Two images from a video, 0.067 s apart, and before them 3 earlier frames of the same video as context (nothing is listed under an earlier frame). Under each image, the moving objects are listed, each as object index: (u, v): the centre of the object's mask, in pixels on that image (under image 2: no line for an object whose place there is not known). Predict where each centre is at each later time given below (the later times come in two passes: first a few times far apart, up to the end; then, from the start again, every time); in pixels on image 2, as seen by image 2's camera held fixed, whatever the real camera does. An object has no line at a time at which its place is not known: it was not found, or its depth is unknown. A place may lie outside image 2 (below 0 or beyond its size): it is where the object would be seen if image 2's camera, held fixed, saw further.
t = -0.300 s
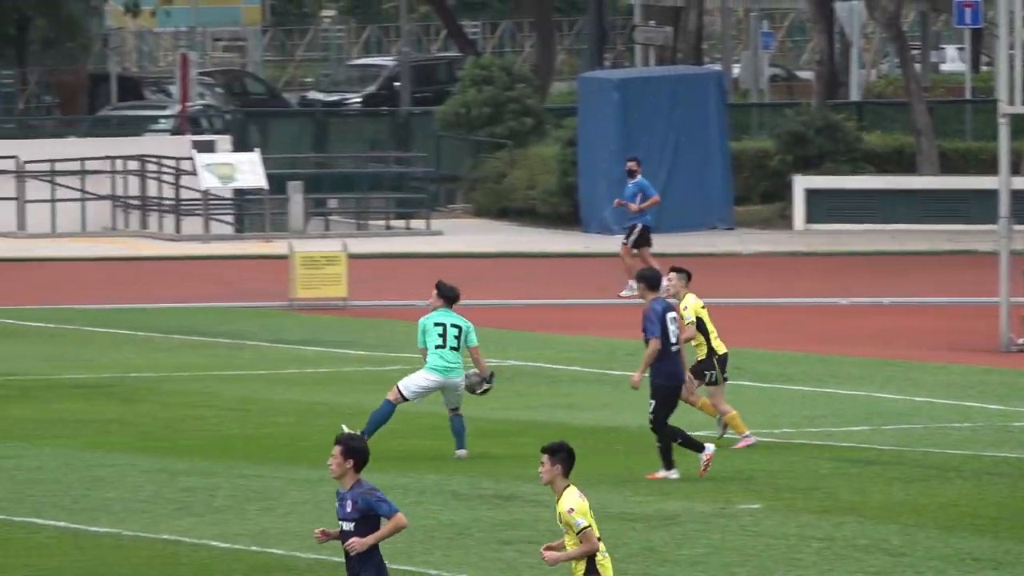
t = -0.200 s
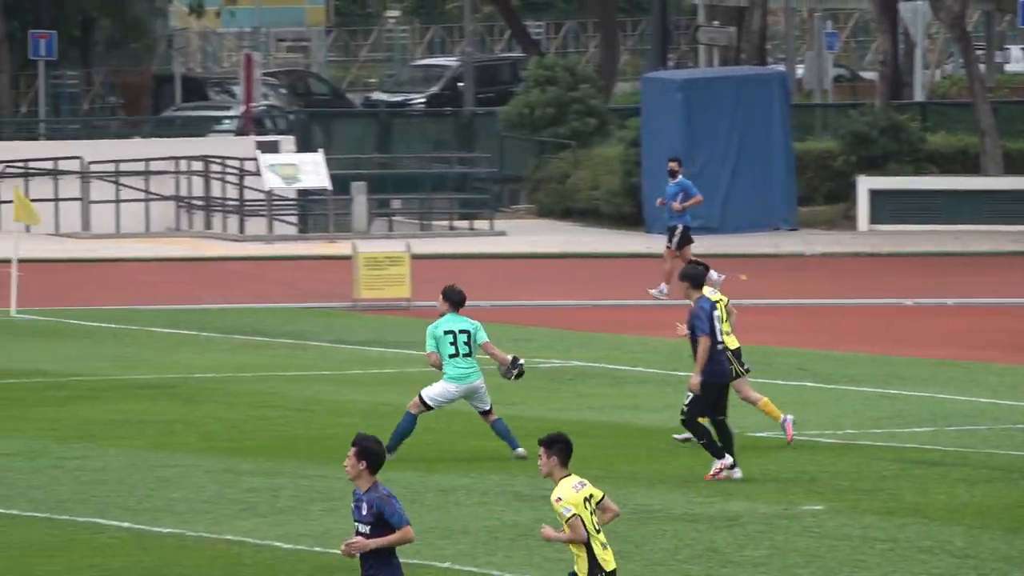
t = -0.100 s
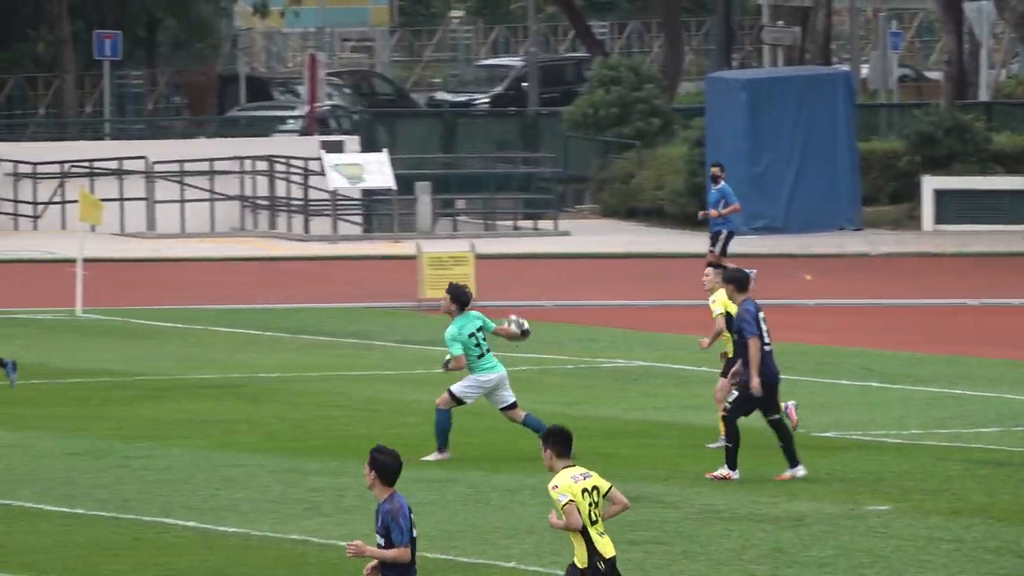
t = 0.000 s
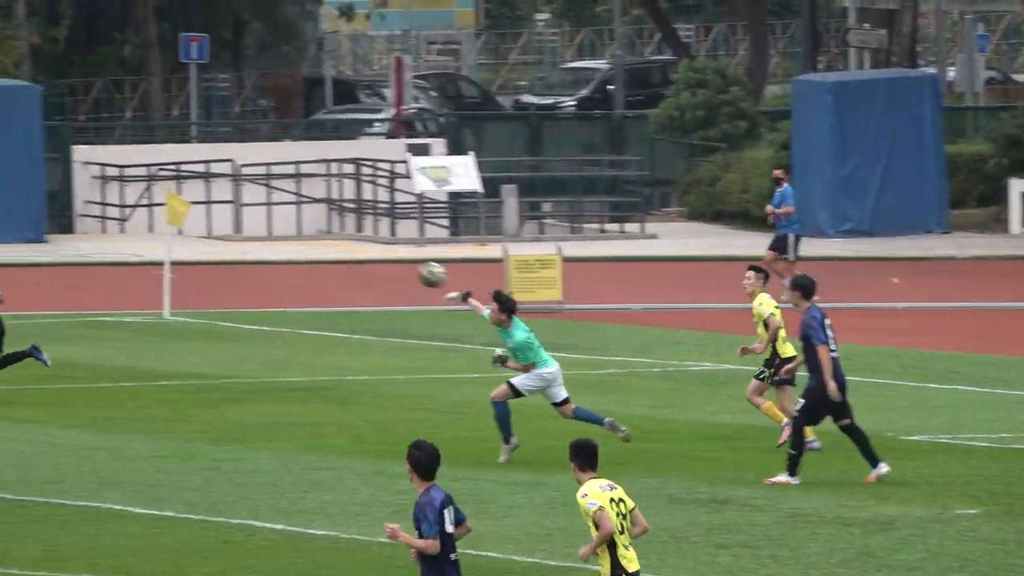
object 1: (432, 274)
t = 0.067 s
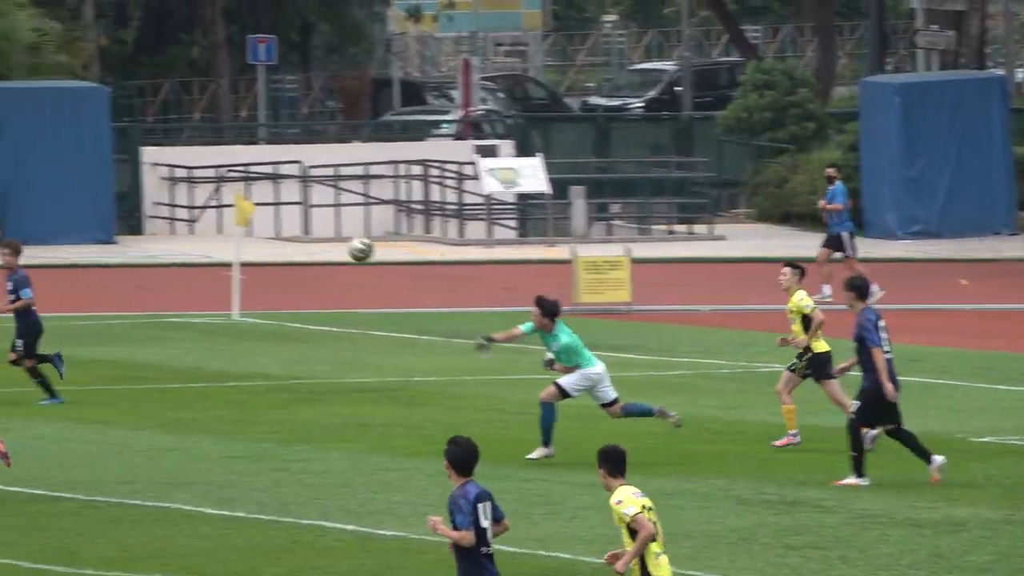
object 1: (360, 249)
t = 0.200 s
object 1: (93, 203)
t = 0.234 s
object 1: (25, 196)
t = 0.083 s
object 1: (326, 243)
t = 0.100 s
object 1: (292, 236)
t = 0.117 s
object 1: (258, 230)
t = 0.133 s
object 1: (225, 224)
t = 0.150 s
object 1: (192, 218)
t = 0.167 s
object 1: (158, 212)
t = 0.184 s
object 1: (126, 205)
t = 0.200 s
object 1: (93, 203)
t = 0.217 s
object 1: (59, 199)
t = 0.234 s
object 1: (25, 196)
